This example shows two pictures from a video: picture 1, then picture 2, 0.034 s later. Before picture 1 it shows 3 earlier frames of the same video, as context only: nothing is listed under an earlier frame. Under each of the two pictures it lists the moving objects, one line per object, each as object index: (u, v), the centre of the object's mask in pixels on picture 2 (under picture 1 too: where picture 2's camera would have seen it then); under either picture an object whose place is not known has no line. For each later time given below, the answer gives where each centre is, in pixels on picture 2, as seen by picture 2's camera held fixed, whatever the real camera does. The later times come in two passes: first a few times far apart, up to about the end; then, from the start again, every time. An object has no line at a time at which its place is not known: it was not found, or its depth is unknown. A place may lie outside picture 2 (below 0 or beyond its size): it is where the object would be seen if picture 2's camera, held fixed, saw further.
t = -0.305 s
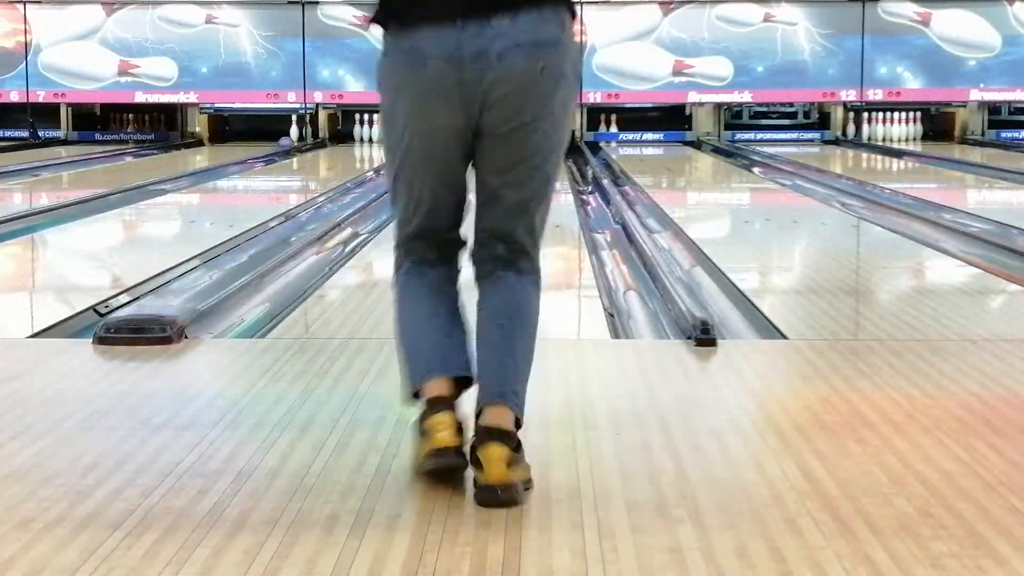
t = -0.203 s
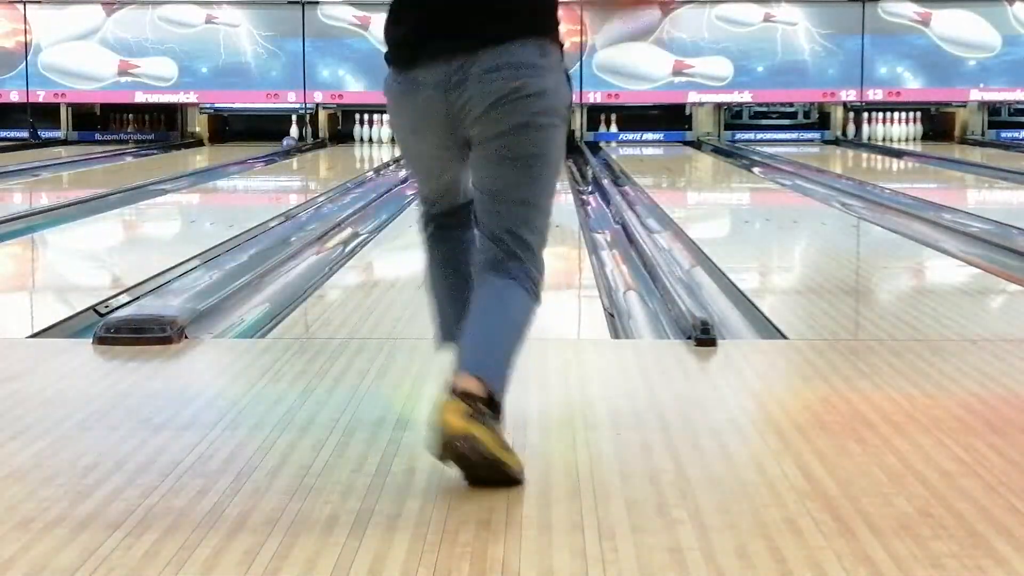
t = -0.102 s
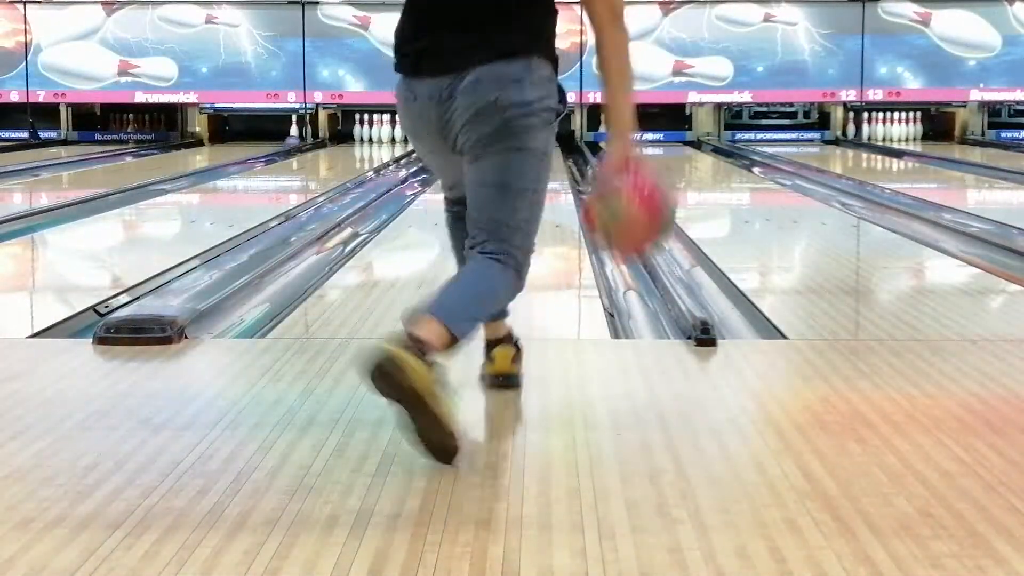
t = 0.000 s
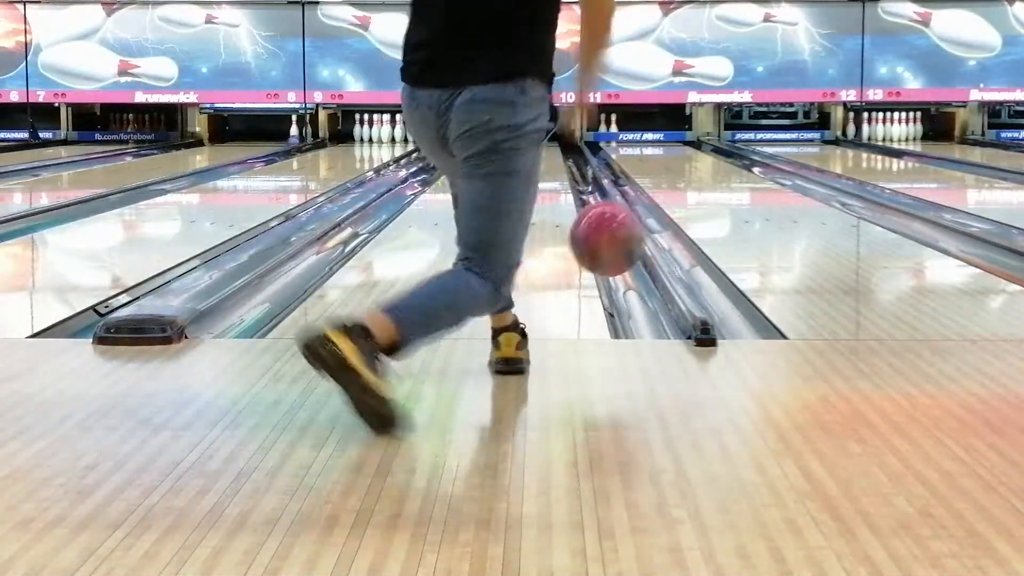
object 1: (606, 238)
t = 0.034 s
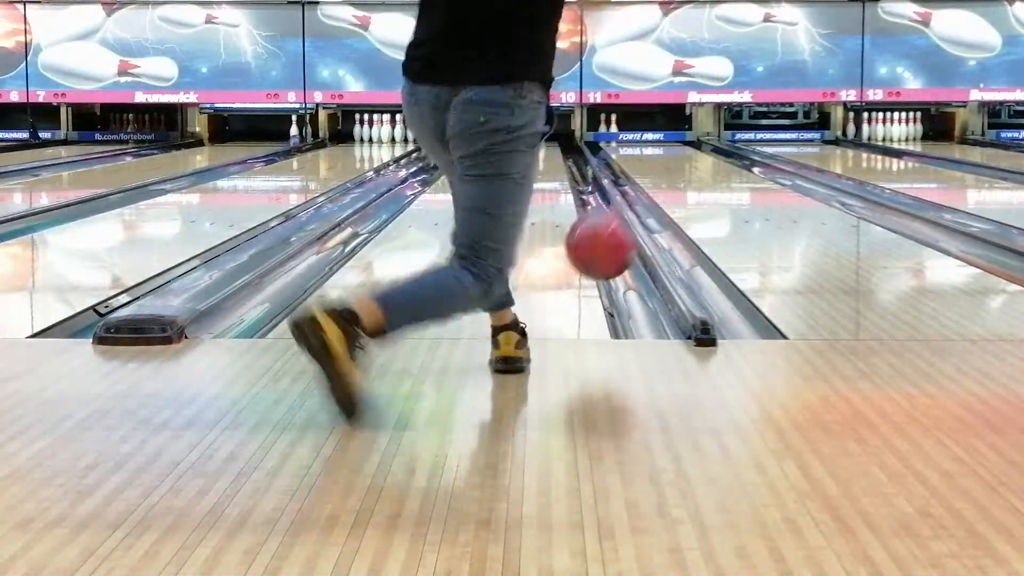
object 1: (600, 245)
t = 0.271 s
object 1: (571, 230)
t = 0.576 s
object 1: (554, 196)
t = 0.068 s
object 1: (594, 254)
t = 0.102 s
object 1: (589, 265)
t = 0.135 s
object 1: (584, 264)
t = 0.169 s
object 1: (579, 249)
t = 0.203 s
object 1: (576, 240)
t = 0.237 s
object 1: (573, 234)
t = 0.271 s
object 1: (571, 230)
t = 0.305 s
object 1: (570, 229)
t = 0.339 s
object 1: (566, 224)
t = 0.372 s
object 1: (564, 220)
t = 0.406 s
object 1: (562, 215)
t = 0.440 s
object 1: (560, 211)
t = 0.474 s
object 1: (558, 207)
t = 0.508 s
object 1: (557, 202)
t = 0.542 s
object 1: (555, 199)
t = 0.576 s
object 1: (554, 196)
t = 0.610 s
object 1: (555, 195)
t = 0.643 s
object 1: (556, 192)
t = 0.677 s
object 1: (555, 190)
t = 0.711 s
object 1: (554, 185)
